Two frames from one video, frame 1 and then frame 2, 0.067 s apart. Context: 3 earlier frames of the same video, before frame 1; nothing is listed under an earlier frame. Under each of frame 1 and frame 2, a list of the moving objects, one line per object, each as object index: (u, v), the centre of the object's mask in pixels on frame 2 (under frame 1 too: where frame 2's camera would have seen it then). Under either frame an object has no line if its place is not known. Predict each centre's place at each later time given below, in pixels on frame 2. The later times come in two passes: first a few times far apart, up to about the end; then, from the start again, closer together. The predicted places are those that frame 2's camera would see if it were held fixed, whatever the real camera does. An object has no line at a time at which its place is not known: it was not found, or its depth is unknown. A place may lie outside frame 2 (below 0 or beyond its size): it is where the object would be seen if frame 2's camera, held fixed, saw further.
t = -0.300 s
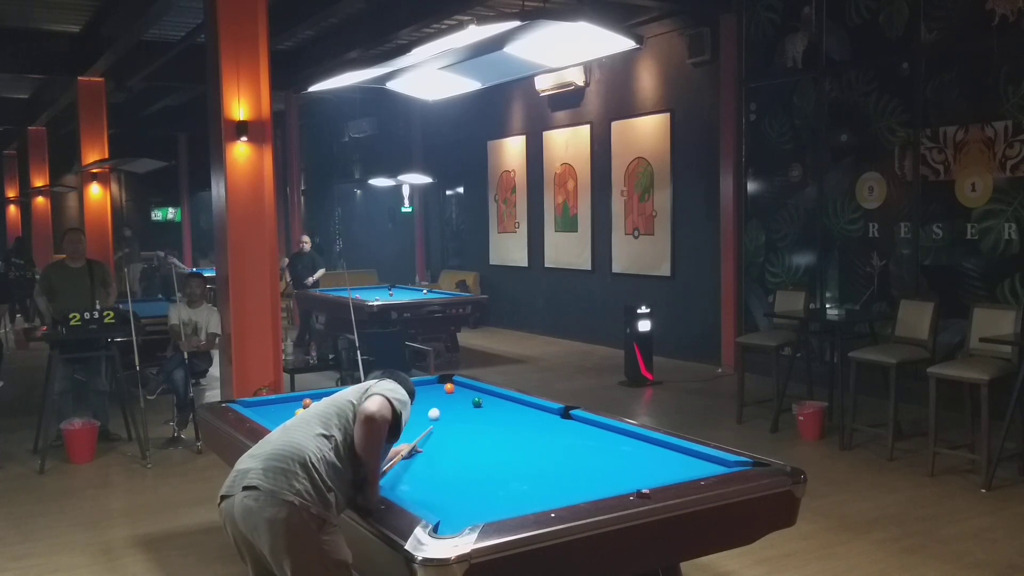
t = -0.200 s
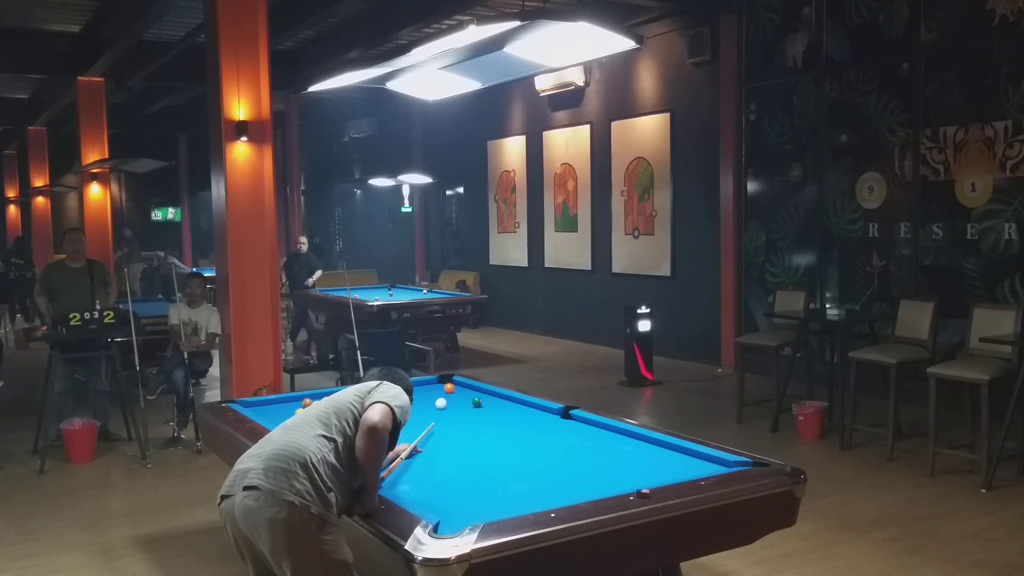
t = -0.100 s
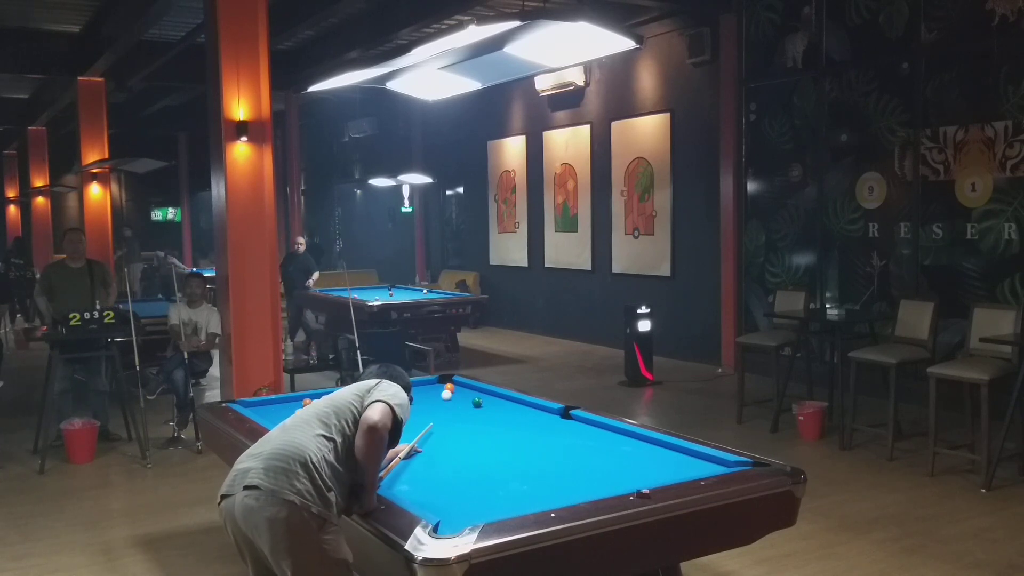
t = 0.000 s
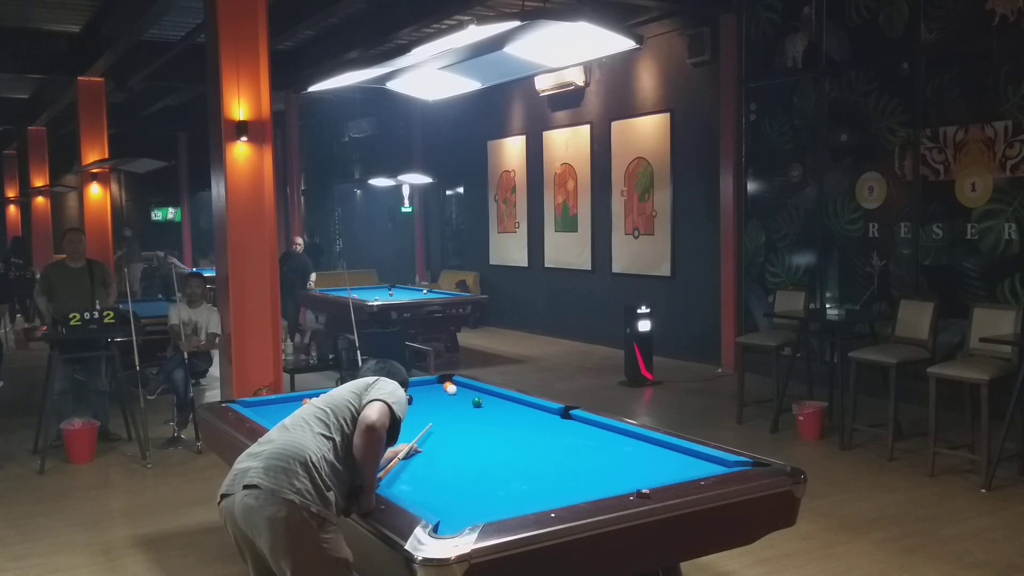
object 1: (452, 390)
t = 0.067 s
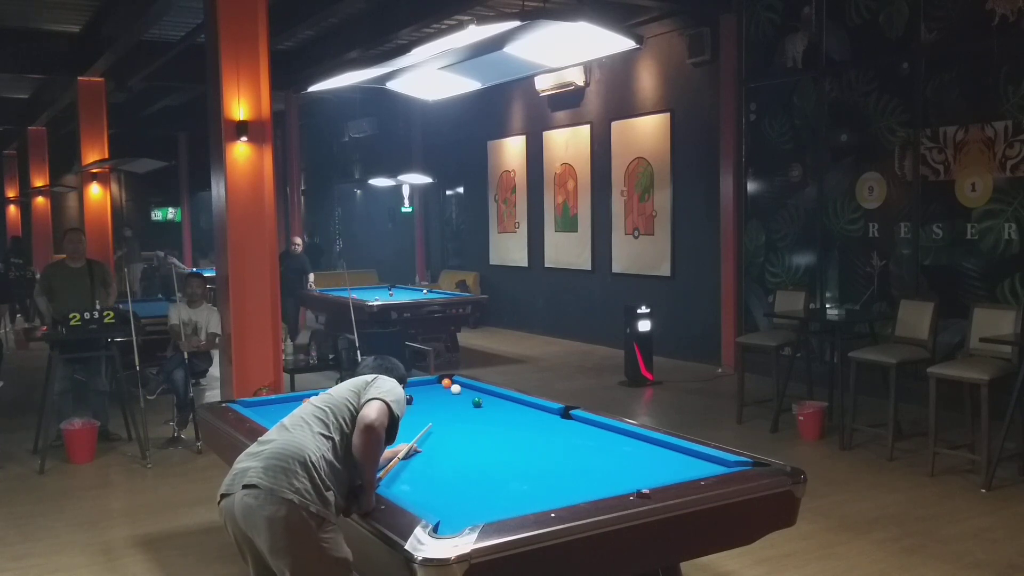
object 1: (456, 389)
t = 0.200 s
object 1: (463, 388)
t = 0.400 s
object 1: (471, 388)
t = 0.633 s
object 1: (467, 389)
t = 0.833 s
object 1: (464, 391)
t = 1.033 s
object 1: (461, 392)
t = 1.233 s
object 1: (458, 393)
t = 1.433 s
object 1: (457, 394)
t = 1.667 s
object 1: (453, 395)
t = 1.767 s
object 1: (452, 395)
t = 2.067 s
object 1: (446, 396)
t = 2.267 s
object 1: (448, 397)
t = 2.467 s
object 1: (446, 397)
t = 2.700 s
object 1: (445, 398)
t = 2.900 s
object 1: (444, 398)
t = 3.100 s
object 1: (444, 398)
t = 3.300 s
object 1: (444, 398)
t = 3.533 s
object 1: (444, 398)
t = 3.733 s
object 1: (444, 398)
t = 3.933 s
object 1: (444, 398)
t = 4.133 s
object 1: (444, 398)
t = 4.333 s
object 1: (444, 398)
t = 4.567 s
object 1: (444, 398)
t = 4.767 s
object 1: (444, 398)
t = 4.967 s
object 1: (444, 398)
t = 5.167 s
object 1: (444, 398)
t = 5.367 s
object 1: (444, 398)
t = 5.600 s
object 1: (444, 398)
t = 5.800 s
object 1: (444, 398)
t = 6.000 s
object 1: (444, 398)
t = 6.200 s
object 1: (444, 398)
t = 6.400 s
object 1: (444, 398)
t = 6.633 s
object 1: (444, 398)
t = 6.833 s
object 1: (444, 398)
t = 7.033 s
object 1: (444, 398)
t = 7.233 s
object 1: (444, 398)
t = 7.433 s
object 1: (444, 398)
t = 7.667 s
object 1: (444, 398)
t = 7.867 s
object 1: (444, 398)
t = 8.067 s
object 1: (444, 398)
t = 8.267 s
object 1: (444, 398)
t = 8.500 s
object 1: (444, 398)
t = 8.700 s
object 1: (444, 398)
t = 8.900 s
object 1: (444, 398)
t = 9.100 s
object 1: (444, 398)
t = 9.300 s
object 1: (444, 398)
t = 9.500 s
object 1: (444, 398)
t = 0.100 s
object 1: (458, 389)
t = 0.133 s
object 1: (459, 389)
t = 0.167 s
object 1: (461, 389)
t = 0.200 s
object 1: (463, 388)
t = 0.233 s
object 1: (465, 388)
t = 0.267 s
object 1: (467, 388)
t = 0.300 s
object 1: (469, 388)
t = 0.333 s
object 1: (470, 388)
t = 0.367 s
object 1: (472, 388)
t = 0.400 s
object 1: (471, 388)
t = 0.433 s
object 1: (470, 388)
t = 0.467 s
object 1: (470, 388)
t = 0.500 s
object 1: (469, 389)
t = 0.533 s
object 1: (469, 389)
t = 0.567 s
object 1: (468, 389)
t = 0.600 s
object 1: (468, 389)
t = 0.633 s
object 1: (467, 389)
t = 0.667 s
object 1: (467, 390)
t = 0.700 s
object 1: (466, 390)
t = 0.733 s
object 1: (466, 390)
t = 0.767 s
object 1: (465, 390)
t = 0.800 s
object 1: (465, 390)
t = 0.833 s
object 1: (464, 391)
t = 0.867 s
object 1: (464, 391)
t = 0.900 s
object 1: (463, 391)
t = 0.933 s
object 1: (463, 391)
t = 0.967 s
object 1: (462, 391)
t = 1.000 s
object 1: (462, 392)
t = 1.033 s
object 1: (461, 392)
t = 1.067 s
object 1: (461, 392)
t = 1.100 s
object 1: (460, 392)
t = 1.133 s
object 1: (460, 392)
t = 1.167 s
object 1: (459, 392)
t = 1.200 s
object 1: (459, 393)
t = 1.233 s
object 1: (458, 393)
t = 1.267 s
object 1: (458, 393)
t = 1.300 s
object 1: (458, 393)
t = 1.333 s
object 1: (457, 393)
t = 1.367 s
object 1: (457, 393)
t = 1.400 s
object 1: (456, 394)
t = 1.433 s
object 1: (457, 394)
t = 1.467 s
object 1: (454, 393)
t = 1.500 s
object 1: (455, 394)
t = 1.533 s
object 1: (455, 394)
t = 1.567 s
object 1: (454, 395)
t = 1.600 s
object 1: (454, 395)
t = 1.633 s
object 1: (454, 395)
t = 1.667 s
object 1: (453, 395)
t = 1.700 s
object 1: (453, 395)
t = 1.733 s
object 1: (452, 395)
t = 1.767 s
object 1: (452, 395)
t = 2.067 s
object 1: (446, 396)
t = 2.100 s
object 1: (449, 396)
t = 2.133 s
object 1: (449, 396)
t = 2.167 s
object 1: (448, 396)
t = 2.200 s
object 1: (448, 397)
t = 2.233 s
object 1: (448, 396)
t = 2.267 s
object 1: (448, 397)
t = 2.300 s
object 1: (447, 397)
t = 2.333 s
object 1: (447, 397)
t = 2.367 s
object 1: (447, 397)
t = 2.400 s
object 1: (447, 397)
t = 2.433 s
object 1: (446, 397)
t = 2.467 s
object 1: (446, 397)
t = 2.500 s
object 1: (446, 397)
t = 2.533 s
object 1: (446, 397)
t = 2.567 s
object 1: (446, 397)
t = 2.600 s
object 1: (445, 397)
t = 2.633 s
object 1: (445, 397)
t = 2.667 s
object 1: (445, 398)
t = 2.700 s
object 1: (445, 398)
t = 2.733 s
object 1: (445, 398)
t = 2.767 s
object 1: (445, 398)
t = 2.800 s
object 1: (445, 398)
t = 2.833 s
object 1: (444, 398)
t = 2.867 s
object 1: (444, 398)
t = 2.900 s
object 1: (444, 398)
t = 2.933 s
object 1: (444, 398)
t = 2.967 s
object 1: (444, 398)
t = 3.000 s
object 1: (444, 398)
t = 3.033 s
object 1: (444, 398)
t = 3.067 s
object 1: (444, 398)
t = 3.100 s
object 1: (444, 398)
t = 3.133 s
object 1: (444, 398)
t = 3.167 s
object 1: (444, 398)
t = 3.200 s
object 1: (444, 398)
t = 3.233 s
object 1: (444, 398)
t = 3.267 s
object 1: (444, 398)
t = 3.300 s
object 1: (444, 398)
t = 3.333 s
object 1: (444, 398)
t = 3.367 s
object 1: (444, 398)
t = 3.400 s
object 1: (444, 398)
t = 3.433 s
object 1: (444, 398)
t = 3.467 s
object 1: (444, 398)
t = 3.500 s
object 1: (444, 398)
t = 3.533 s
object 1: (444, 398)
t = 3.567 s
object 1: (444, 398)
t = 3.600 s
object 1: (444, 398)
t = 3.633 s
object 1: (444, 398)
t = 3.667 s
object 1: (444, 398)
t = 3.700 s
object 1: (444, 398)
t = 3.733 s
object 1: (444, 398)
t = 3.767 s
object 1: (444, 398)
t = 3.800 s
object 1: (444, 398)
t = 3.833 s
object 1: (444, 398)
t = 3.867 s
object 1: (444, 398)
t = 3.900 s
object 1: (444, 398)
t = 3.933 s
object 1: (444, 398)
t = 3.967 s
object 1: (444, 398)
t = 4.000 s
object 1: (444, 398)
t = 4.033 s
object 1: (444, 398)
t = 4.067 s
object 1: (444, 398)
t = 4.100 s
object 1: (444, 398)
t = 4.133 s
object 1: (444, 398)
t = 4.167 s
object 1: (444, 398)
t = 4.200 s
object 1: (444, 398)
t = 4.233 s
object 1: (444, 398)
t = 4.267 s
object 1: (444, 398)
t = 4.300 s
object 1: (444, 398)
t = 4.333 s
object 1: (444, 398)
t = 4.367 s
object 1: (444, 398)
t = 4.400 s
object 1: (444, 398)
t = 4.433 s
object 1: (444, 398)
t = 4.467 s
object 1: (444, 398)
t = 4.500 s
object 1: (444, 398)
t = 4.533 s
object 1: (444, 398)
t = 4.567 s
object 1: (444, 398)
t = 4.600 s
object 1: (444, 398)
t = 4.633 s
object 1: (444, 398)
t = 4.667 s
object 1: (444, 398)
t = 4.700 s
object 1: (444, 398)
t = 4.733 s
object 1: (444, 398)
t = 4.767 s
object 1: (444, 398)
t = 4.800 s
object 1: (444, 398)
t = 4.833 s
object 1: (444, 398)
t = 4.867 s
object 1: (444, 398)
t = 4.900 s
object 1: (444, 398)
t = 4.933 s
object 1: (444, 398)
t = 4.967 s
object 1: (444, 398)
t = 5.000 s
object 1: (444, 398)
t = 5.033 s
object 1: (444, 398)
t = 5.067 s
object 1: (444, 398)
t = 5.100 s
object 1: (444, 398)
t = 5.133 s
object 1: (444, 398)
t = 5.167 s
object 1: (444, 398)
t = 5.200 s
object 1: (444, 398)
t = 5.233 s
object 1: (444, 398)
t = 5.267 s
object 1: (444, 398)
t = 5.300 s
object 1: (444, 398)
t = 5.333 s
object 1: (444, 398)
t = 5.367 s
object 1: (444, 398)
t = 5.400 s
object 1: (444, 398)
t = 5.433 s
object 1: (444, 398)
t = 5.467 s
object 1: (444, 398)
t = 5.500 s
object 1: (444, 398)
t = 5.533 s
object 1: (444, 398)
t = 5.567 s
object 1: (444, 398)
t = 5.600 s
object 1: (444, 398)
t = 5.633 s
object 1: (444, 398)
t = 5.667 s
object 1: (444, 398)
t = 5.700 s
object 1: (444, 398)
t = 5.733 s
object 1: (444, 398)
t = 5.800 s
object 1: (444, 398)
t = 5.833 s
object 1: (444, 398)
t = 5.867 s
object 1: (444, 398)
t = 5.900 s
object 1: (444, 398)
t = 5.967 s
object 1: (444, 398)
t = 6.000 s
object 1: (444, 398)
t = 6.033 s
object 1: (444, 398)
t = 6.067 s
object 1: (444, 398)
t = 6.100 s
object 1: (444, 398)
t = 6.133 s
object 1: (444, 398)
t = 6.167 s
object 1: (444, 398)
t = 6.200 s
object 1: (444, 398)
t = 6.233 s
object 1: (444, 398)
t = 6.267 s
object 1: (444, 398)
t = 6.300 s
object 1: (444, 398)
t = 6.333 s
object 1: (444, 398)
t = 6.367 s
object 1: (444, 398)
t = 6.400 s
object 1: (444, 398)
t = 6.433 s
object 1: (444, 398)
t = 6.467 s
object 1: (444, 398)
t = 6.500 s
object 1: (444, 398)
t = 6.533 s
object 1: (444, 398)
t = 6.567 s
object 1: (444, 398)
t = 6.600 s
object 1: (444, 398)
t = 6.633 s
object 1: (444, 398)
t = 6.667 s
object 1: (444, 398)
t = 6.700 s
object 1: (444, 398)
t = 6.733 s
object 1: (444, 398)
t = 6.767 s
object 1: (444, 398)
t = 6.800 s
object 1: (444, 398)
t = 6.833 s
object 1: (444, 398)
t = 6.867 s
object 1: (444, 398)
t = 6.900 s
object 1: (444, 398)
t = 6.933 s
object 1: (444, 398)
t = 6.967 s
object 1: (444, 398)
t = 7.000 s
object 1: (444, 398)
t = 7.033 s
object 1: (444, 398)
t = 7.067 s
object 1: (444, 398)
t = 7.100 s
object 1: (444, 398)
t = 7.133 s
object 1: (444, 398)
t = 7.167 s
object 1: (444, 398)
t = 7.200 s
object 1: (444, 398)
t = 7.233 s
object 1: (444, 398)
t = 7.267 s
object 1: (444, 398)
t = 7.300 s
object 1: (444, 398)
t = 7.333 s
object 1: (444, 398)
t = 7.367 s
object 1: (444, 398)
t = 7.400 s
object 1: (444, 398)
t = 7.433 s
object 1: (444, 398)
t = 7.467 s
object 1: (444, 398)
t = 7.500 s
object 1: (444, 398)
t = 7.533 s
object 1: (444, 398)
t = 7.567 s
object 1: (444, 398)
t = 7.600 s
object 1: (444, 398)
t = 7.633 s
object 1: (444, 398)
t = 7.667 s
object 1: (444, 398)
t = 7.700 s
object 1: (444, 398)
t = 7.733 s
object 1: (444, 398)
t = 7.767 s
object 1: (444, 398)
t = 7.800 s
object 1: (444, 398)
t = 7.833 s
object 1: (444, 398)
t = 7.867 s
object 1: (444, 398)
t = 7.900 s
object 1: (444, 398)
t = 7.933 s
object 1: (444, 398)
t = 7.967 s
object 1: (444, 398)
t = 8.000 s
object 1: (444, 398)
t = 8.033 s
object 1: (444, 398)
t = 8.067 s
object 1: (444, 398)
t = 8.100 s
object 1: (444, 398)
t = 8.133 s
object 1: (444, 398)
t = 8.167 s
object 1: (444, 398)
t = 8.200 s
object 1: (444, 398)
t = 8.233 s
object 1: (444, 398)
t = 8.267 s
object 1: (444, 398)
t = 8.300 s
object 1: (444, 398)
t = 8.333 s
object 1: (444, 398)
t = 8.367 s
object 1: (444, 398)
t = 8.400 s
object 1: (444, 398)
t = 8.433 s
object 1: (444, 398)
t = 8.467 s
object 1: (444, 398)
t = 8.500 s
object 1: (444, 398)
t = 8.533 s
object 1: (444, 398)
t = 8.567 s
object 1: (444, 398)
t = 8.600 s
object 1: (444, 398)
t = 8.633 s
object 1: (444, 398)
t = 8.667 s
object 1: (444, 398)
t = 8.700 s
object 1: (444, 398)
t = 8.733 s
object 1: (444, 398)
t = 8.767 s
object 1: (444, 398)
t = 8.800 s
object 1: (444, 398)
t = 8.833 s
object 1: (444, 398)
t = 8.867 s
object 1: (444, 398)
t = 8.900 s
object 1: (444, 398)
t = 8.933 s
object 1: (444, 398)
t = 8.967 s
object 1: (444, 398)
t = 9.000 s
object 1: (444, 398)
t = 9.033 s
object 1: (444, 398)
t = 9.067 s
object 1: (444, 398)
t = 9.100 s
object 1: (444, 398)
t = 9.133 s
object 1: (444, 398)
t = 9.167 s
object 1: (444, 398)
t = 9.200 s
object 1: (444, 398)
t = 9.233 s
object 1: (444, 398)
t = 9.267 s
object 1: (444, 398)
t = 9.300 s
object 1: (444, 398)
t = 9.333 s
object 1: (444, 398)
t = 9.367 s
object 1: (444, 398)
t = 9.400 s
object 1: (444, 398)
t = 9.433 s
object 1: (444, 398)
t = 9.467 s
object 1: (444, 398)
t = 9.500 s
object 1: (444, 398)
